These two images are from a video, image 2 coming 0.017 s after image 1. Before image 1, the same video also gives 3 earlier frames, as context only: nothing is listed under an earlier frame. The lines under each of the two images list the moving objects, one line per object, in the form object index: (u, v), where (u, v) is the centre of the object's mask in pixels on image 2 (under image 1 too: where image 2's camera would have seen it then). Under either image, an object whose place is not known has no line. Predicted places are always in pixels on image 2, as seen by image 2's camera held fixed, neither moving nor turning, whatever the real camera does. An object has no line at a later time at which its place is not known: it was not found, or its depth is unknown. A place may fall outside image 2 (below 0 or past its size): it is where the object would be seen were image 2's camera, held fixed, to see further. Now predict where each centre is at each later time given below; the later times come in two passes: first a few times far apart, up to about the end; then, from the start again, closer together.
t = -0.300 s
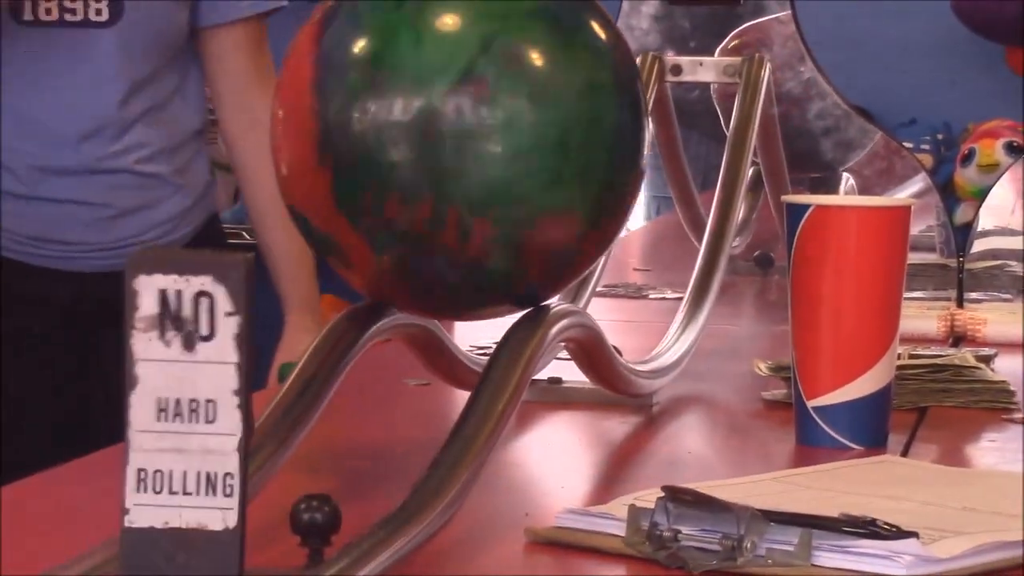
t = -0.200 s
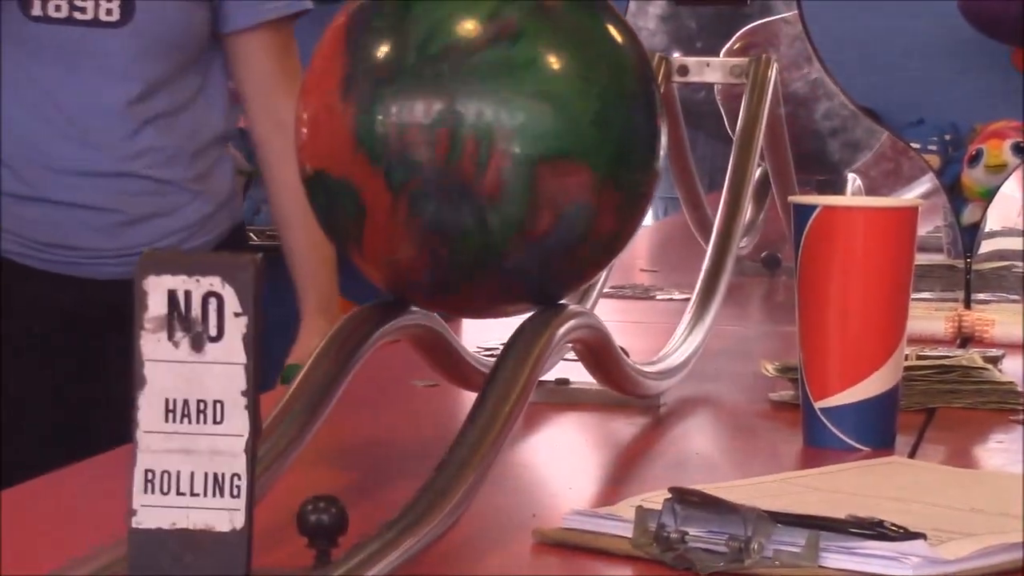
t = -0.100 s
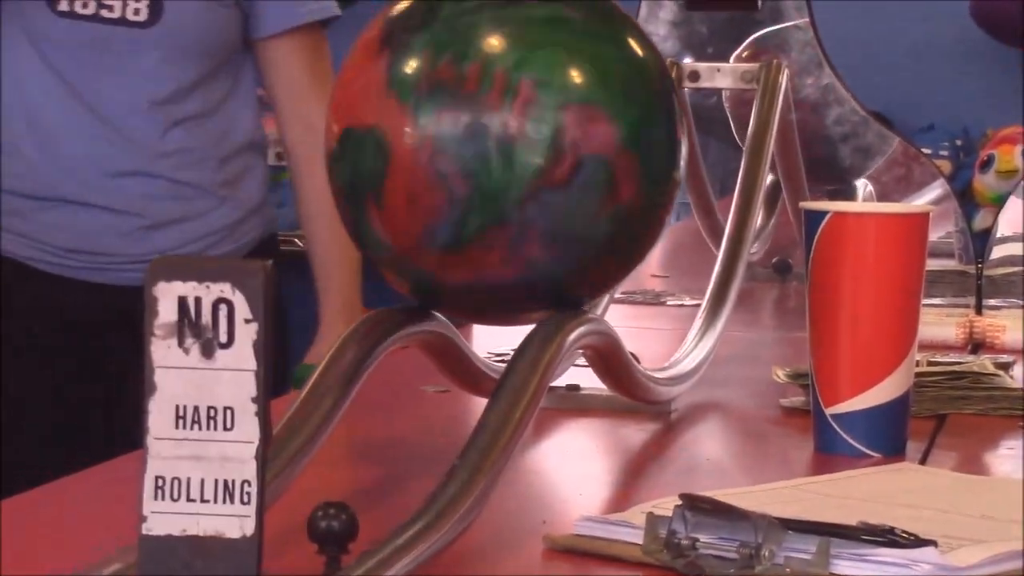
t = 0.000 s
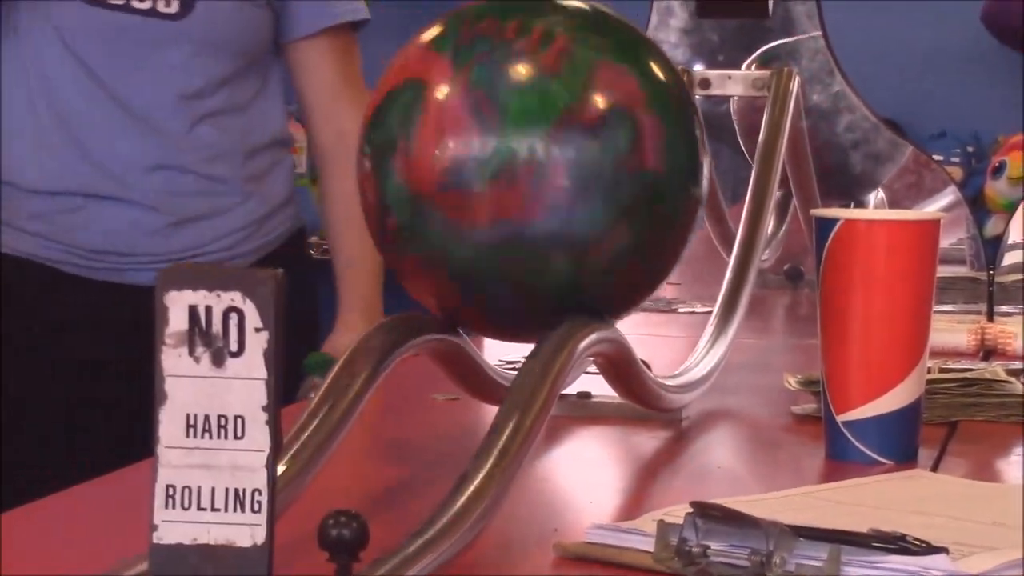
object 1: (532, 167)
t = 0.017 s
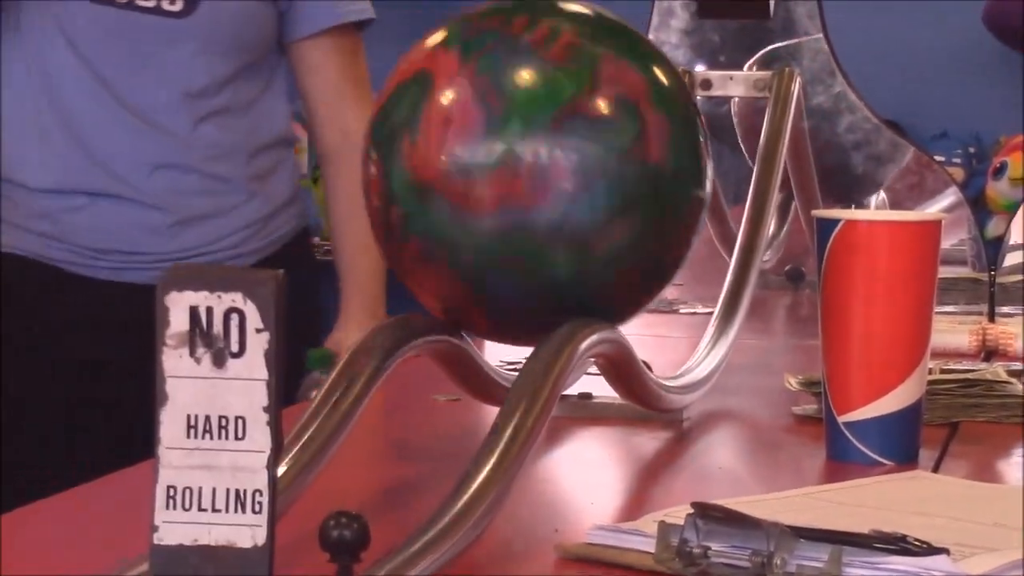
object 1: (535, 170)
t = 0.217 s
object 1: (578, 216)
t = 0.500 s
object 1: (650, 210)
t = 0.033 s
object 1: (538, 173)
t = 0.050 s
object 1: (541, 177)
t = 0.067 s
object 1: (544, 181)
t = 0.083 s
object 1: (548, 186)
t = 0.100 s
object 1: (551, 191)
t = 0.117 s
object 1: (555, 195)
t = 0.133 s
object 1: (558, 200)
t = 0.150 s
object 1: (562, 204)
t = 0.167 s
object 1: (566, 208)
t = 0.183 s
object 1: (570, 211)
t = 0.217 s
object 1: (578, 216)
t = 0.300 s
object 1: (602, 224)
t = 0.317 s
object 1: (607, 224)
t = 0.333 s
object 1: (612, 225)
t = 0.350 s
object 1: (616, 225)
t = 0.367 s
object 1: (620, 224)
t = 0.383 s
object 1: (624, 224)
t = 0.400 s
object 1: (628, 223)
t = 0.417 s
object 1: (632, 222)
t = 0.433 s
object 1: (636, 220)
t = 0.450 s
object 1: (640, 218)
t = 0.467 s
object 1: (643, 215)
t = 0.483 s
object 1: (645, 213)
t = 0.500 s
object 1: (650, 210)
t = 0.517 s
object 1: (653, 206)
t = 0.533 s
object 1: (656, 203)
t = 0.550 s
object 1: (659, 198)
